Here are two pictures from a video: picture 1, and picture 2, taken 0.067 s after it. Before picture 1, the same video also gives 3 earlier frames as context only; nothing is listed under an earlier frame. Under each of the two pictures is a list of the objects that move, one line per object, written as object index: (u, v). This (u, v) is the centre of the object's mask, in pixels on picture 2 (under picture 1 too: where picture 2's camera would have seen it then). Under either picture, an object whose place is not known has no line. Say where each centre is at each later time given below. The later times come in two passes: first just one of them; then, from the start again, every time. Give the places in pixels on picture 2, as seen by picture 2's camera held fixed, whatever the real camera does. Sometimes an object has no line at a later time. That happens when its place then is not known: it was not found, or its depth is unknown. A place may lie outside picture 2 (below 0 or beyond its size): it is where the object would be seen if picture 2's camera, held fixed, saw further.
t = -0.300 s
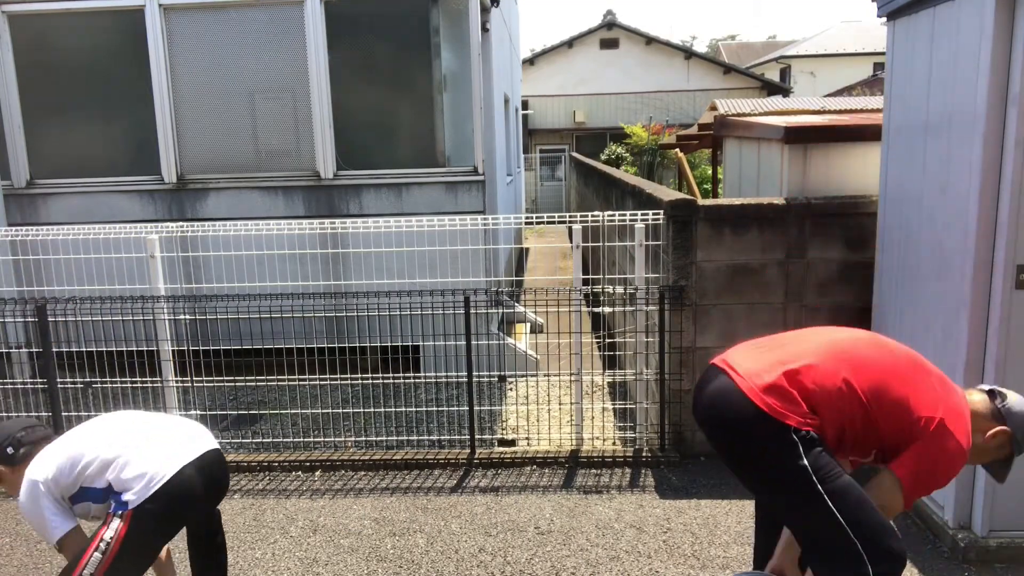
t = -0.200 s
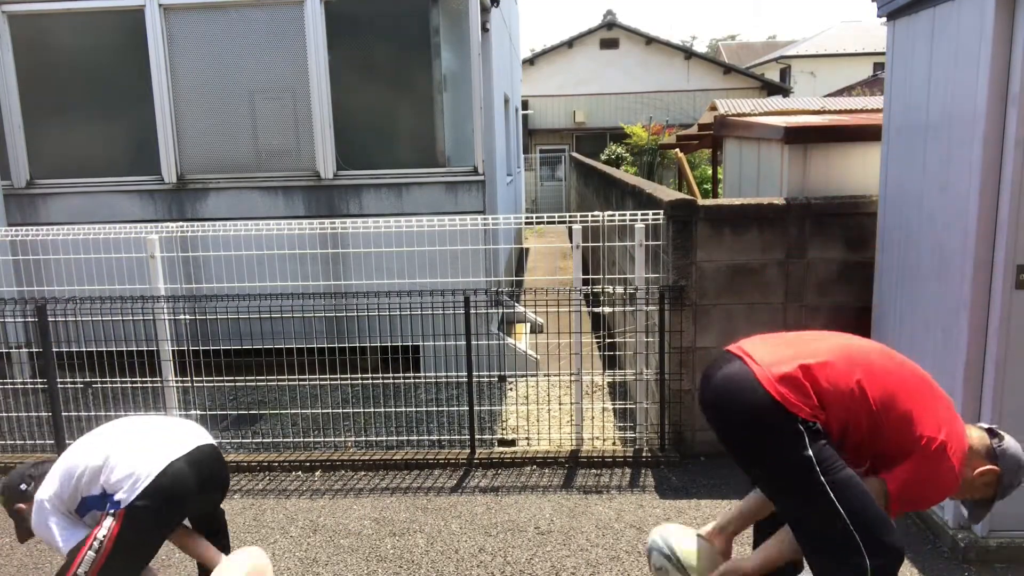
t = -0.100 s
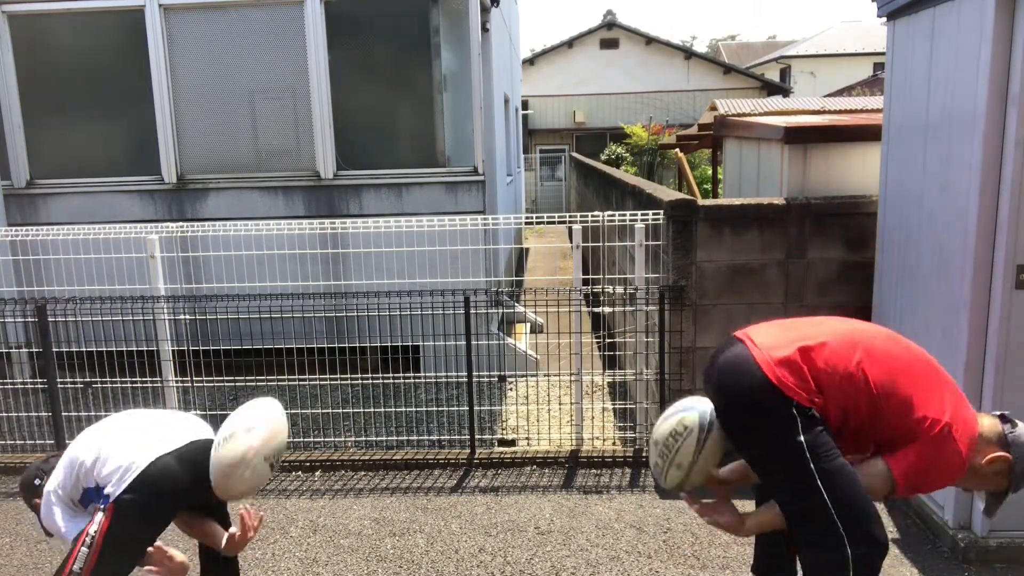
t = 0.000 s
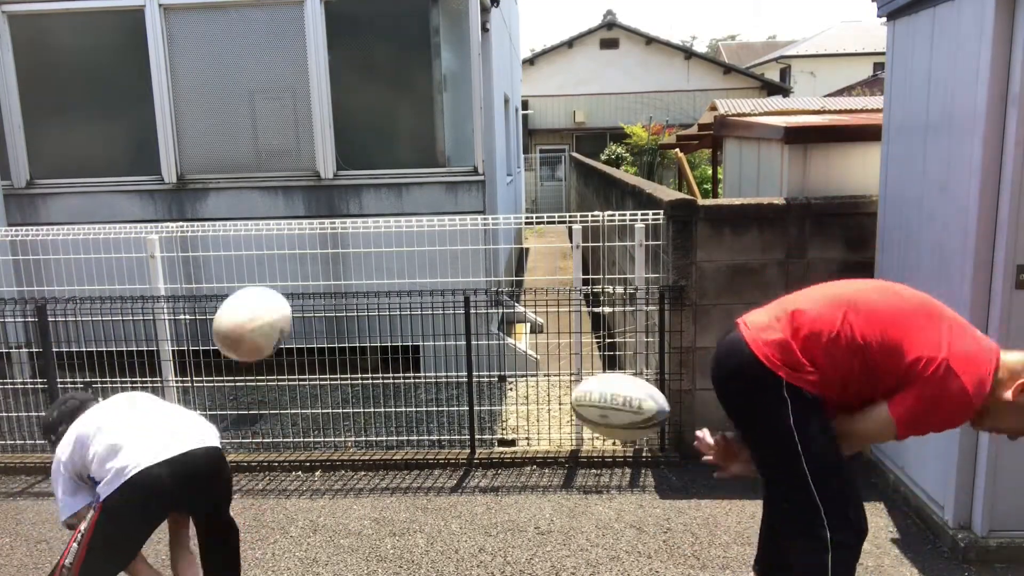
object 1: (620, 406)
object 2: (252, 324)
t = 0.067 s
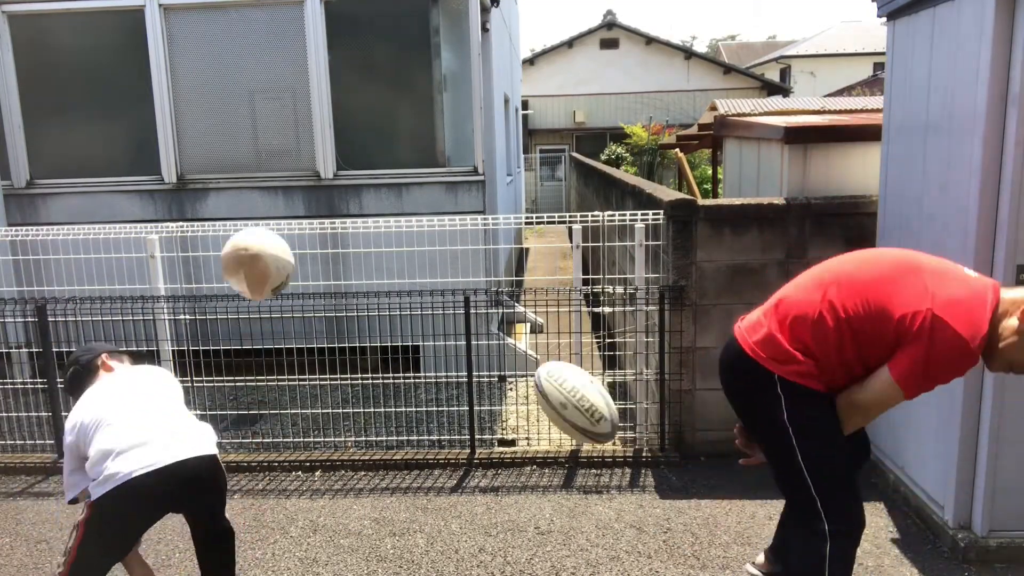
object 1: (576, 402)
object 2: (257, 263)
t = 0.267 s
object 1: (468, 465)
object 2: (282, 197)
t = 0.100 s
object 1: (555, 405)
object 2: (260, 239)
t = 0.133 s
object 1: (536, 411)
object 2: (264, 222)
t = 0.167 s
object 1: (517, 421)
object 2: (269, 209)
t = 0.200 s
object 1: (500, 433)
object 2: (273, 200)
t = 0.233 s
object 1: (484, 448)
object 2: (278, 197)
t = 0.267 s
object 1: (468, 465)
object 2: (282, 197)
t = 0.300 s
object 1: (453, 486)
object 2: (287, 202)
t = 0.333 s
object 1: (438, 508)
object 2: (292, 209)
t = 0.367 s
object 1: (425, 533)
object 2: (298, 221)
